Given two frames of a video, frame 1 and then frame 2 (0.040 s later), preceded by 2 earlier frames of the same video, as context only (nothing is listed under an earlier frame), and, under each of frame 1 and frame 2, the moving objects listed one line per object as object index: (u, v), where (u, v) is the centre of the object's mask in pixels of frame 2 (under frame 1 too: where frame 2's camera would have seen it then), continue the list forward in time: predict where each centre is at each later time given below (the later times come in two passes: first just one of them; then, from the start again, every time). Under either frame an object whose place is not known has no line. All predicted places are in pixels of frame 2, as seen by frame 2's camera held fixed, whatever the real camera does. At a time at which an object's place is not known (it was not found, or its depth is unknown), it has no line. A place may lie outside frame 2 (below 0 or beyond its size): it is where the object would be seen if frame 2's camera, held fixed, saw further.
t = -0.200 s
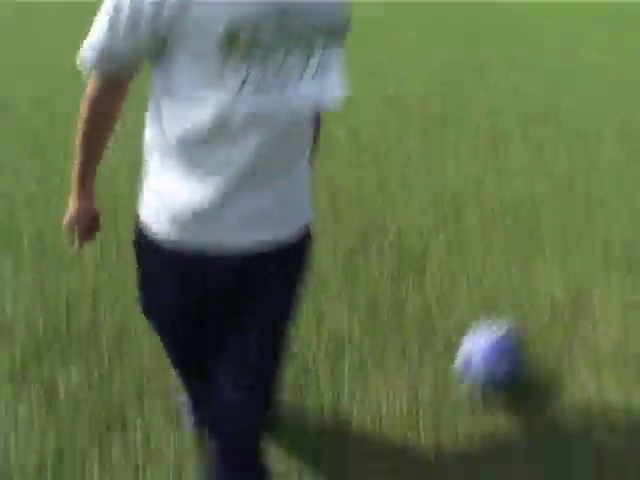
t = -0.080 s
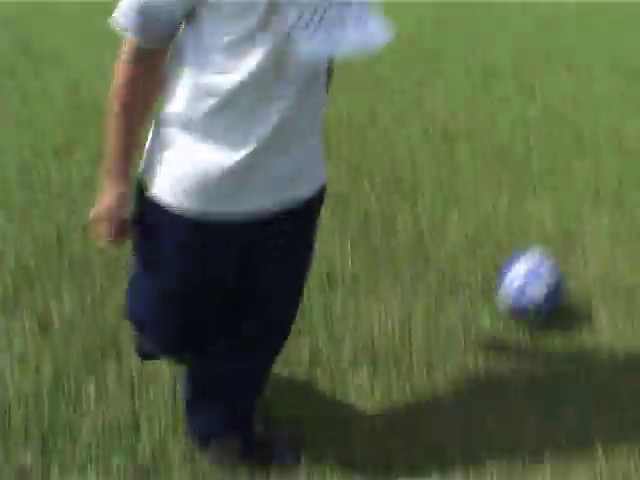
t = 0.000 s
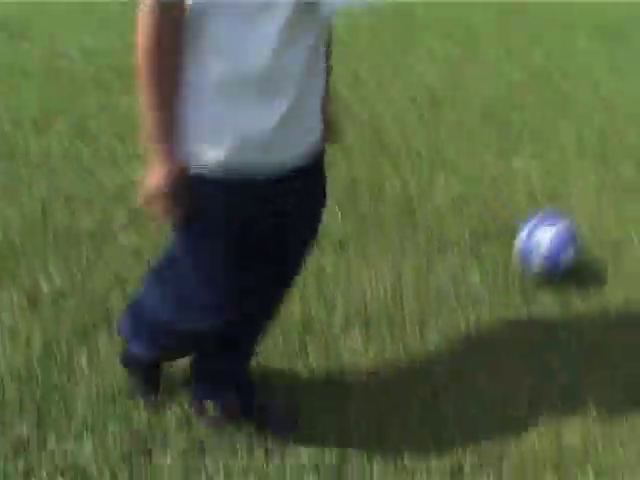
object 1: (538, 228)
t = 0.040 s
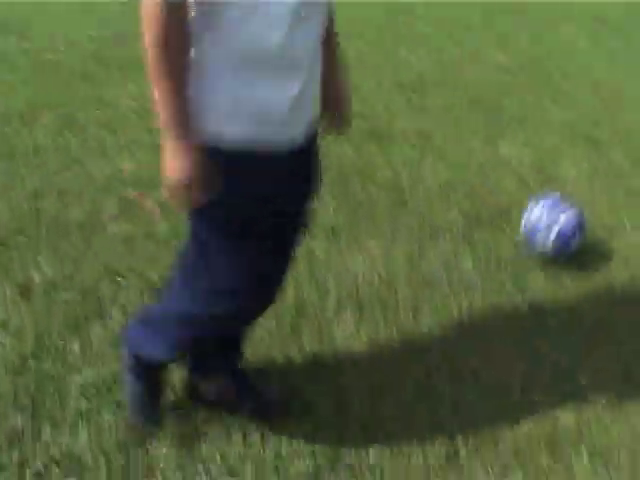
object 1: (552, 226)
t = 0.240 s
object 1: (613, 229)
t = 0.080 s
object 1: (564, 225)
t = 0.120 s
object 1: (576, 228)
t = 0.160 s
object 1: (589, 228)
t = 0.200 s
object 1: (602, 229)
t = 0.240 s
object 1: (613, 229)
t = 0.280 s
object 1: (626, 231)
